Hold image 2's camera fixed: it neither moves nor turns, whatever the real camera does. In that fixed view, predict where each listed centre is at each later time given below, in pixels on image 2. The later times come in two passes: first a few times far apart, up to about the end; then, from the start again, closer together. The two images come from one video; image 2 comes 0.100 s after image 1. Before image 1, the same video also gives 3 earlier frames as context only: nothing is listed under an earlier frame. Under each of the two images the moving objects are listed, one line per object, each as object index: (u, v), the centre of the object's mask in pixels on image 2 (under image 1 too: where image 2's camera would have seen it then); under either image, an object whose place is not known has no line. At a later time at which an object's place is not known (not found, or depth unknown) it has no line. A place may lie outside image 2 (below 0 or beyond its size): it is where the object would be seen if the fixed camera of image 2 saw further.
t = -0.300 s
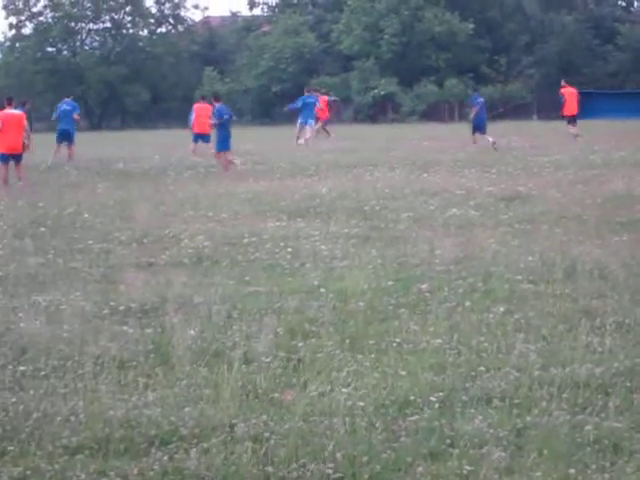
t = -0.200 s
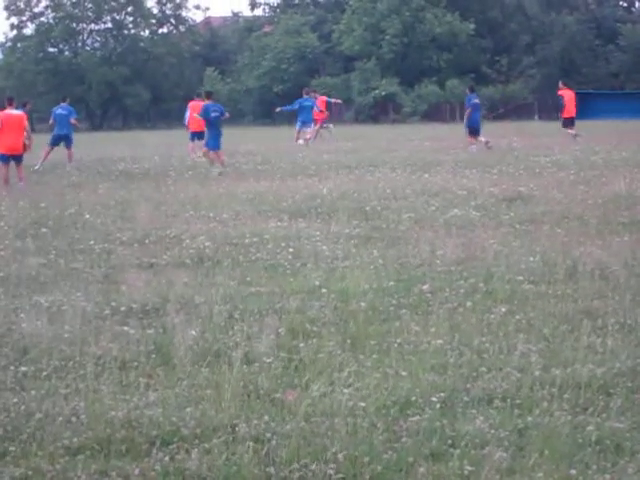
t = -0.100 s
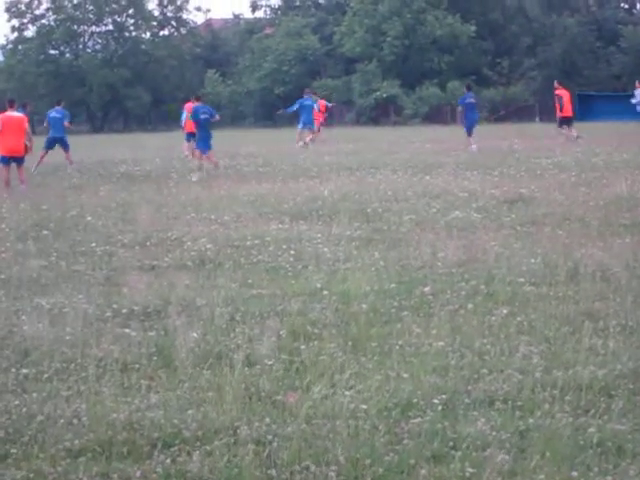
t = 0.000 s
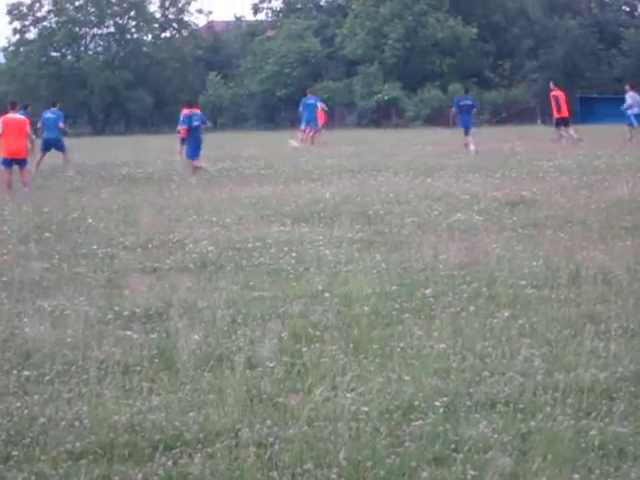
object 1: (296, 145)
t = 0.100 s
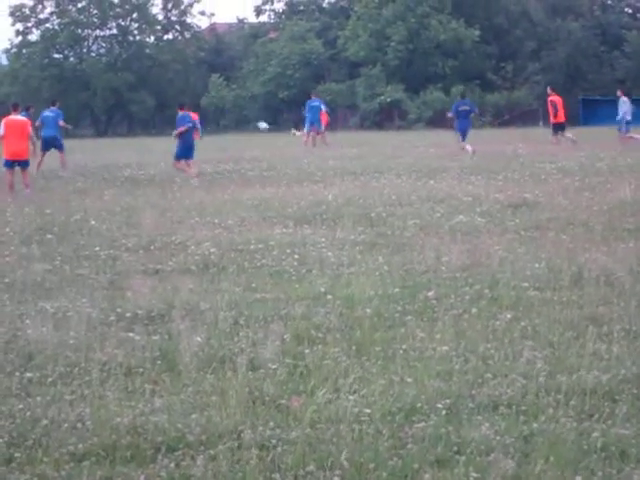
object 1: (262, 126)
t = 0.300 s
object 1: (201, 94)
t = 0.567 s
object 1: (123, 73)
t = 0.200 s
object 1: (231, 108)
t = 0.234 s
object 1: (222, 103)
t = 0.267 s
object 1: (211, 98)
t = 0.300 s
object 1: (201, 94)
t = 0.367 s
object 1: (181, 87)
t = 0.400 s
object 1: (171, 83)
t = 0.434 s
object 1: (161, 80)
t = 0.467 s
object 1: (151, 78)
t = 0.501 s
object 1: (141, 76)
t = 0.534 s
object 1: (132, 74)
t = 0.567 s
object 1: (123, 73)
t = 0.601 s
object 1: (113, 72)
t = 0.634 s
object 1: (104, 71)
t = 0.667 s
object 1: (95, 71)
